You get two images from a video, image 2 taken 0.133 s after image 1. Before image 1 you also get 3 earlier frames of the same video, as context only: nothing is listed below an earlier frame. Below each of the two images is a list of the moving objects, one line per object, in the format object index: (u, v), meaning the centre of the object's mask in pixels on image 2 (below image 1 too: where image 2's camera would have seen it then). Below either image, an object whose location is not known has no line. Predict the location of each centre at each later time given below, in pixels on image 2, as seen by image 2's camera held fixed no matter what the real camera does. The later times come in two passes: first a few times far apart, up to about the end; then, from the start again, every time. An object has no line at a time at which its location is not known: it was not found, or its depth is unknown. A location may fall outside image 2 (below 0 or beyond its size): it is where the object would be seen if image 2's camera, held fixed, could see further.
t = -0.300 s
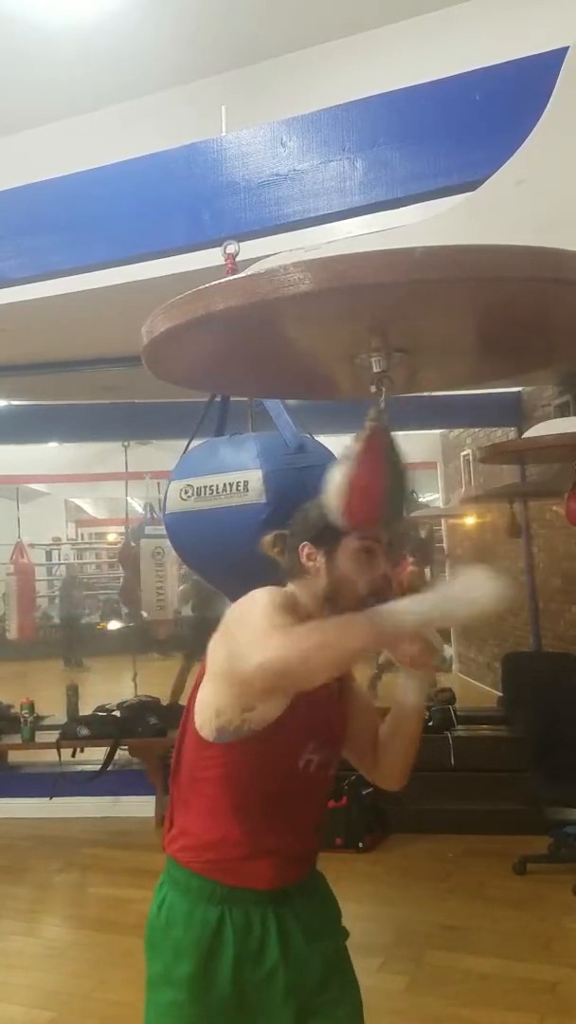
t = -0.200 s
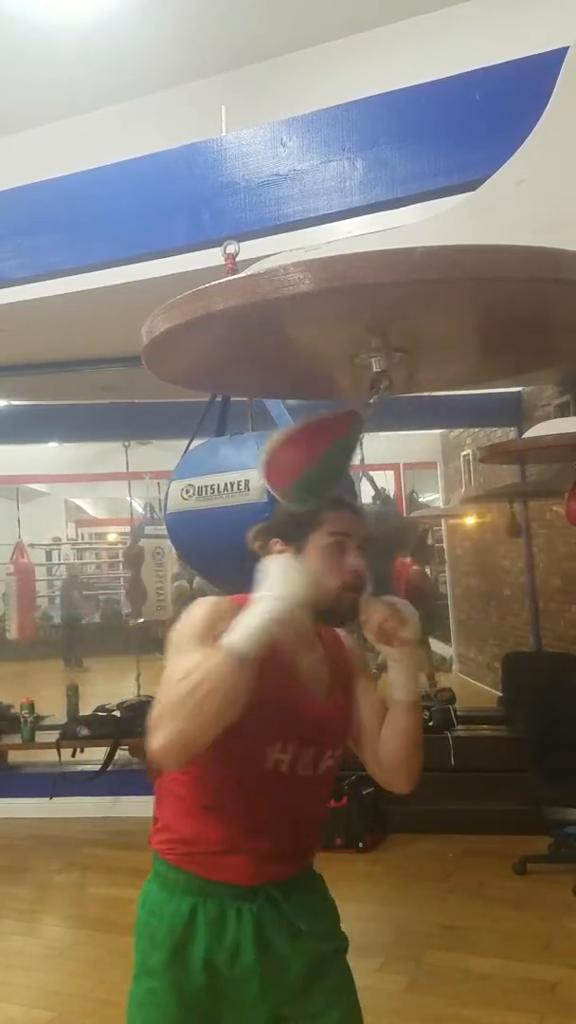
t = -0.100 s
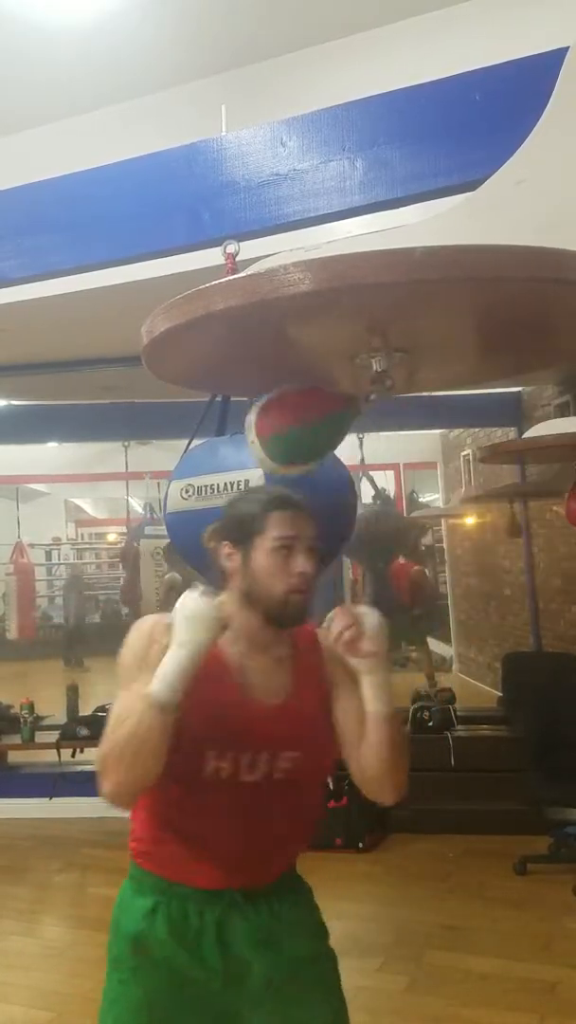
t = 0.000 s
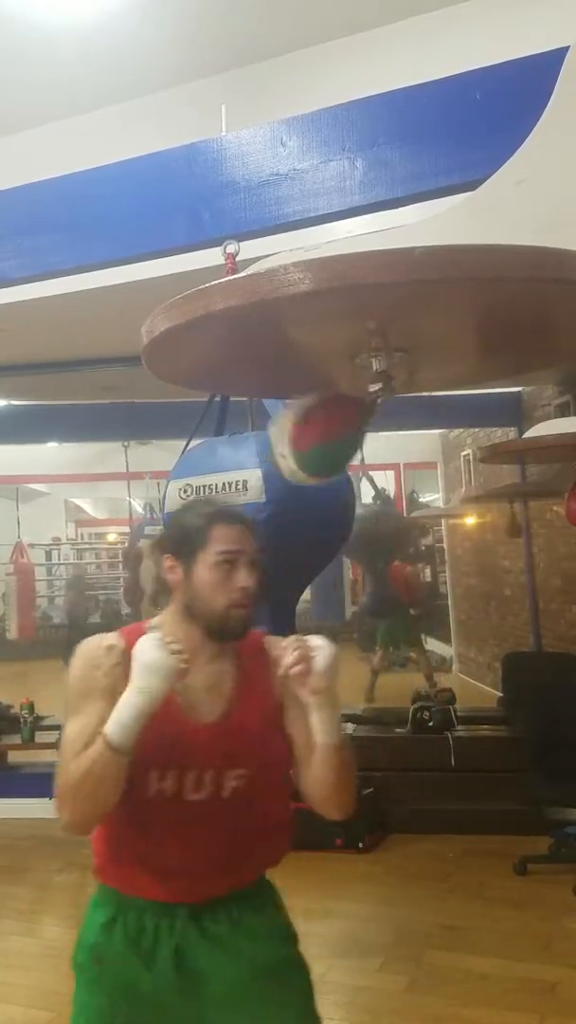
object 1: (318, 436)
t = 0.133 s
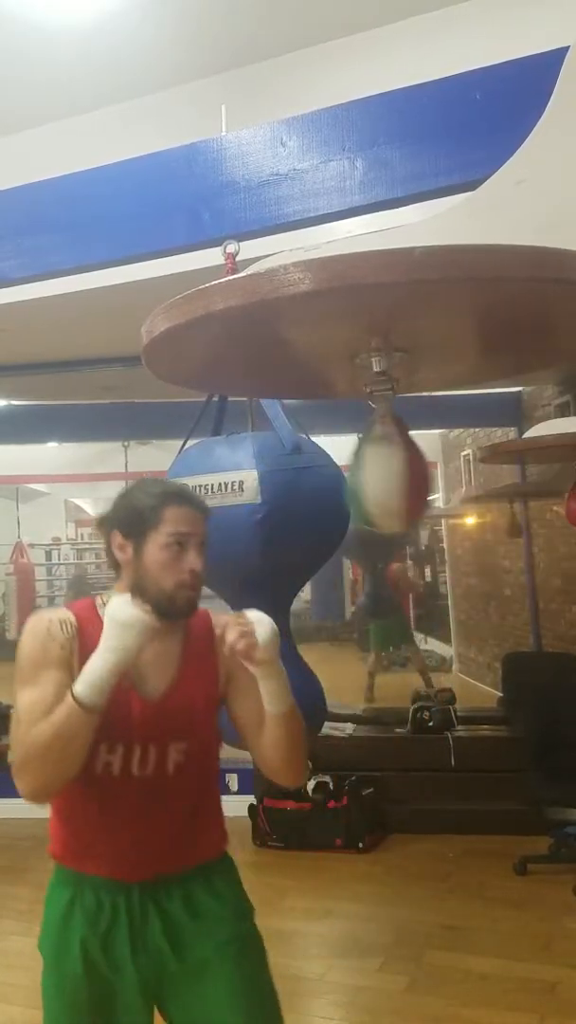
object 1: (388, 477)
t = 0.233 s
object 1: (427, 469)
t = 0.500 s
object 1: (388, 466)
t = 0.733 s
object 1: (361, 466)
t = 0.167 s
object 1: (406, 479)
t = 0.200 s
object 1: (419, 474)
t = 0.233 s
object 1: (427, 469)
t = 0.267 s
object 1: (431, 461)
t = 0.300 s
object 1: (429, 454)
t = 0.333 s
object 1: (425, 449)
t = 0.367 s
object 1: (420, 447)
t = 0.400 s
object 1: (413, 447)
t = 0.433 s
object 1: (405, 451)
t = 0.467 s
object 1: (397, 459)
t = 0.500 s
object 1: (388, 466)
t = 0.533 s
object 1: (380, 474)
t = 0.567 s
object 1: (371, 479)
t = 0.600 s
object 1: (364, 481)
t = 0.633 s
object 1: (360, 482)
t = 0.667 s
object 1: (358, 479)
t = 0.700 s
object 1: (358, 474)
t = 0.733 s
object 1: (361, 466)
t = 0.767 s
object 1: (366, 459)
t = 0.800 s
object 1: (375, 456)
